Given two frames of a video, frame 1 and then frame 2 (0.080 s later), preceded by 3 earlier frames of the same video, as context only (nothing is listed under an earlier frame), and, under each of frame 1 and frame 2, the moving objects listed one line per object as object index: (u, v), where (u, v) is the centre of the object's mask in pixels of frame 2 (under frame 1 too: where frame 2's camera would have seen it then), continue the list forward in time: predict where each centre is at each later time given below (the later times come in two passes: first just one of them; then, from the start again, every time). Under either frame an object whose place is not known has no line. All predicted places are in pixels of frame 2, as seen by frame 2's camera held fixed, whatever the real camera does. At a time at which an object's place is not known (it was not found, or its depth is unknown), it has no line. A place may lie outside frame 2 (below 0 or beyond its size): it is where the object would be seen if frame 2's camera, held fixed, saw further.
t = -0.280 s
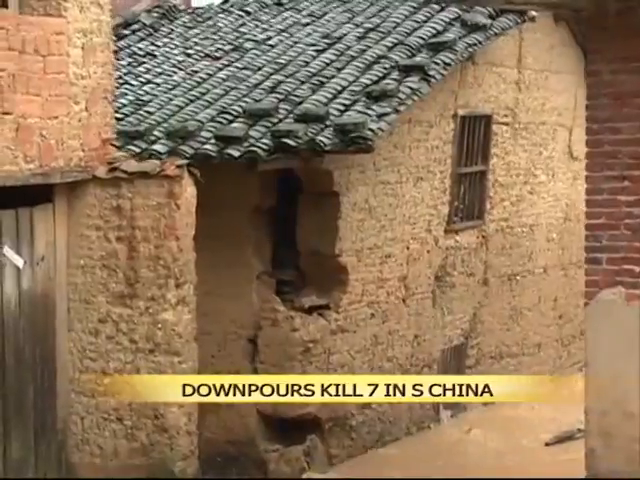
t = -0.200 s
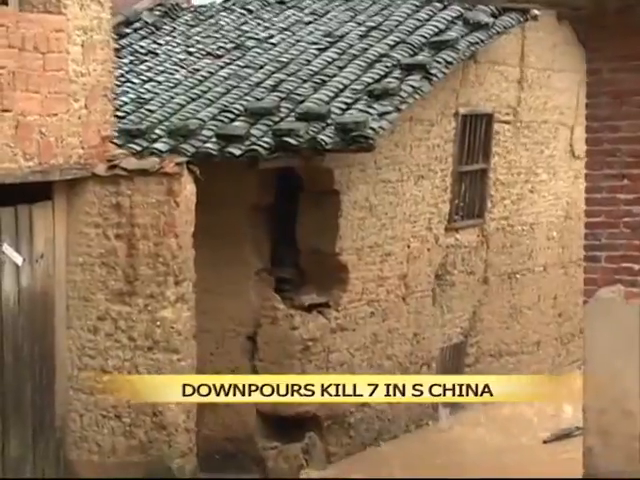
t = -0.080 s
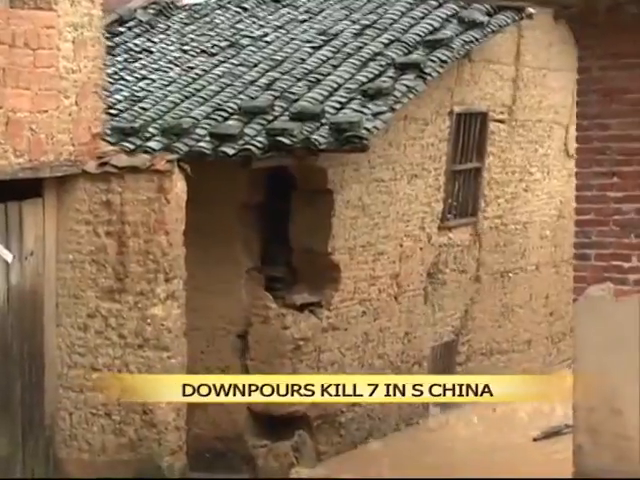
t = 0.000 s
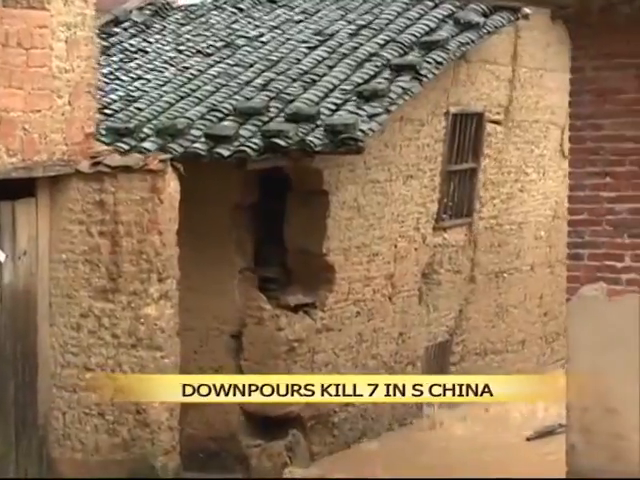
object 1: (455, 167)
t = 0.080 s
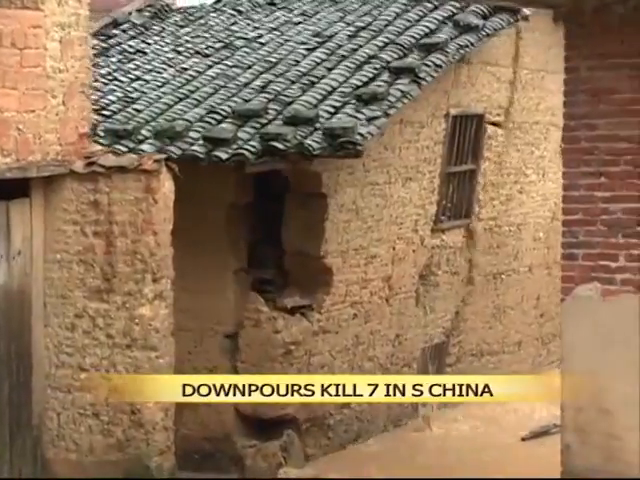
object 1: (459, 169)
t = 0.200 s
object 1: (465, 172)
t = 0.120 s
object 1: (461, 170)
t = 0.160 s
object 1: (463, 171)
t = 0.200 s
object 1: (465, 172)
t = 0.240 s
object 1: (466, 173)
